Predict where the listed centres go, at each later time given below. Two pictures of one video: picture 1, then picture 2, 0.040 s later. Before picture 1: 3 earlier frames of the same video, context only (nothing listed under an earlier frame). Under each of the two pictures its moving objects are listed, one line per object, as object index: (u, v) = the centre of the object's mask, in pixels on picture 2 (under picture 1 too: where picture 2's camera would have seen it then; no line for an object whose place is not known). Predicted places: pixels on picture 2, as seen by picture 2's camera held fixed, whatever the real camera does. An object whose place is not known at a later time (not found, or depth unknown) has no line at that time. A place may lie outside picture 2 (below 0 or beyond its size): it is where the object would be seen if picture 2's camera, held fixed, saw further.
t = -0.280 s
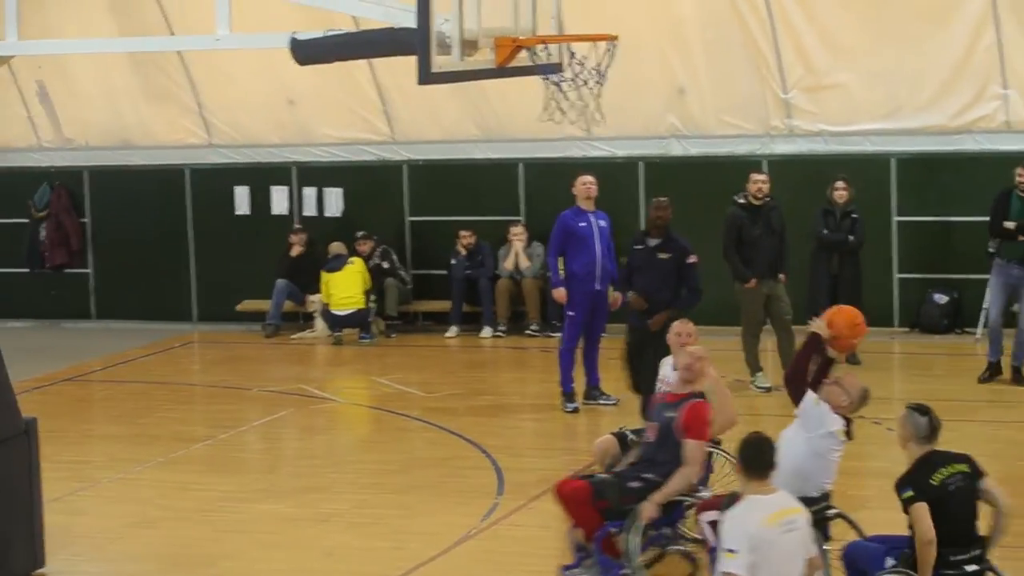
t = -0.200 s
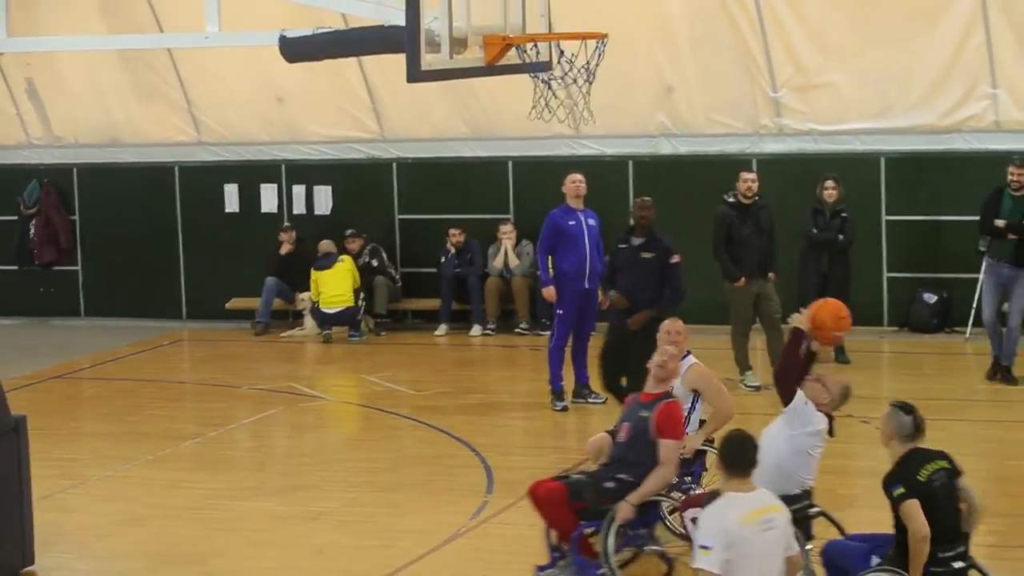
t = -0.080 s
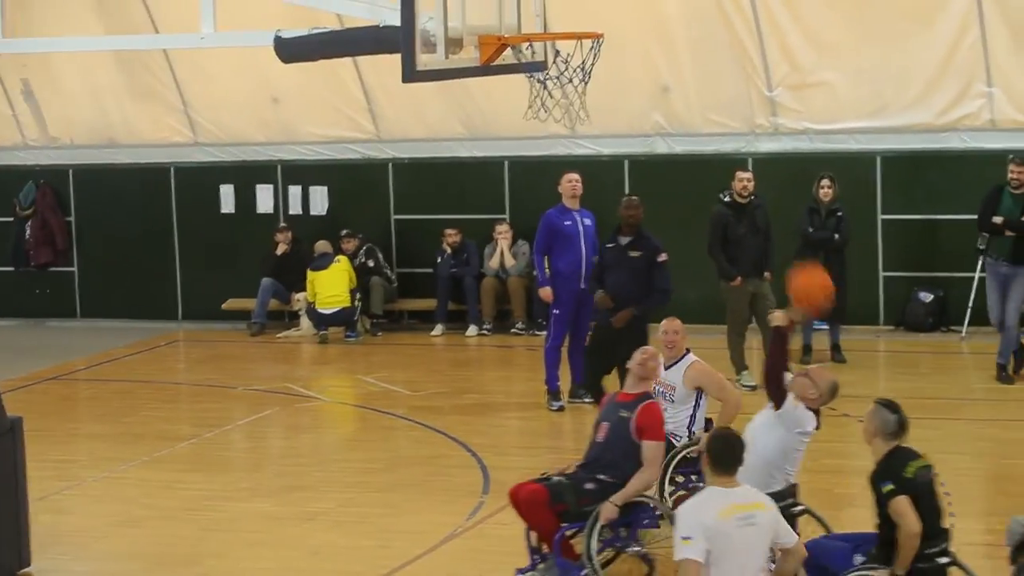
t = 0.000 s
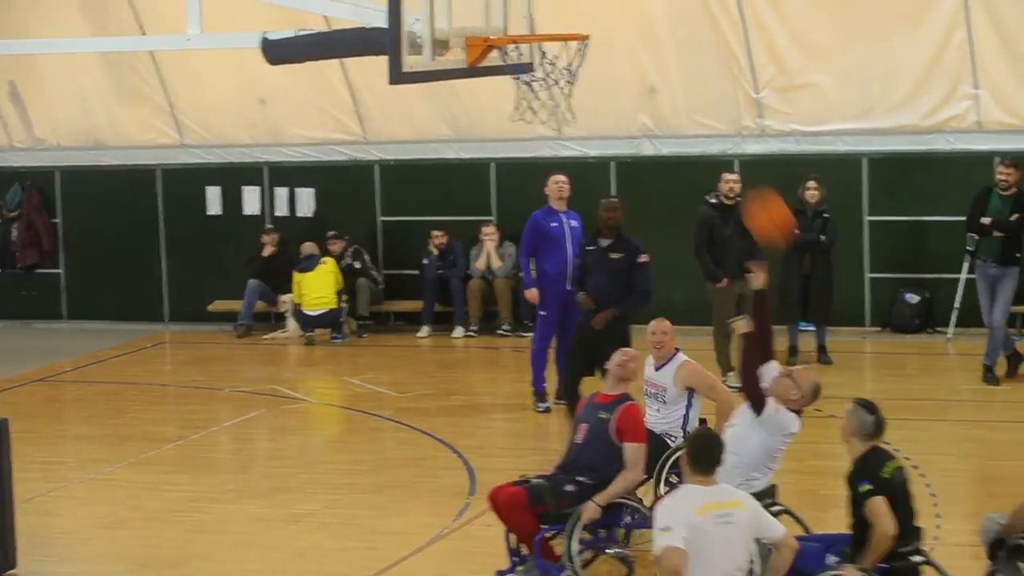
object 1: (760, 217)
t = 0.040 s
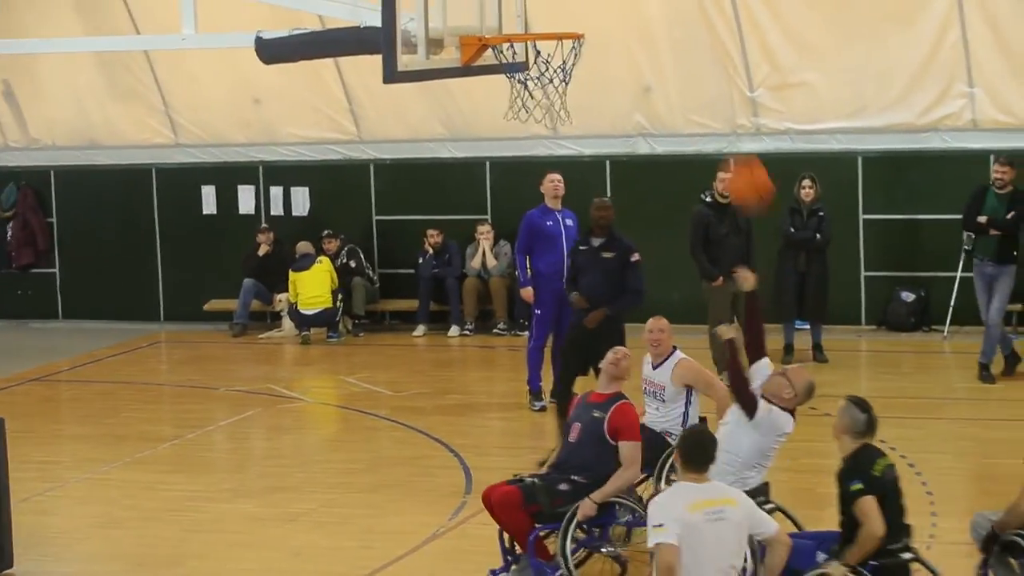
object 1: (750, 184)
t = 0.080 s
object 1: (731, 152)
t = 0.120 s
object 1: (711, 119)
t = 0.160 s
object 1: (695, 94)
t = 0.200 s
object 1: (678, 72)
